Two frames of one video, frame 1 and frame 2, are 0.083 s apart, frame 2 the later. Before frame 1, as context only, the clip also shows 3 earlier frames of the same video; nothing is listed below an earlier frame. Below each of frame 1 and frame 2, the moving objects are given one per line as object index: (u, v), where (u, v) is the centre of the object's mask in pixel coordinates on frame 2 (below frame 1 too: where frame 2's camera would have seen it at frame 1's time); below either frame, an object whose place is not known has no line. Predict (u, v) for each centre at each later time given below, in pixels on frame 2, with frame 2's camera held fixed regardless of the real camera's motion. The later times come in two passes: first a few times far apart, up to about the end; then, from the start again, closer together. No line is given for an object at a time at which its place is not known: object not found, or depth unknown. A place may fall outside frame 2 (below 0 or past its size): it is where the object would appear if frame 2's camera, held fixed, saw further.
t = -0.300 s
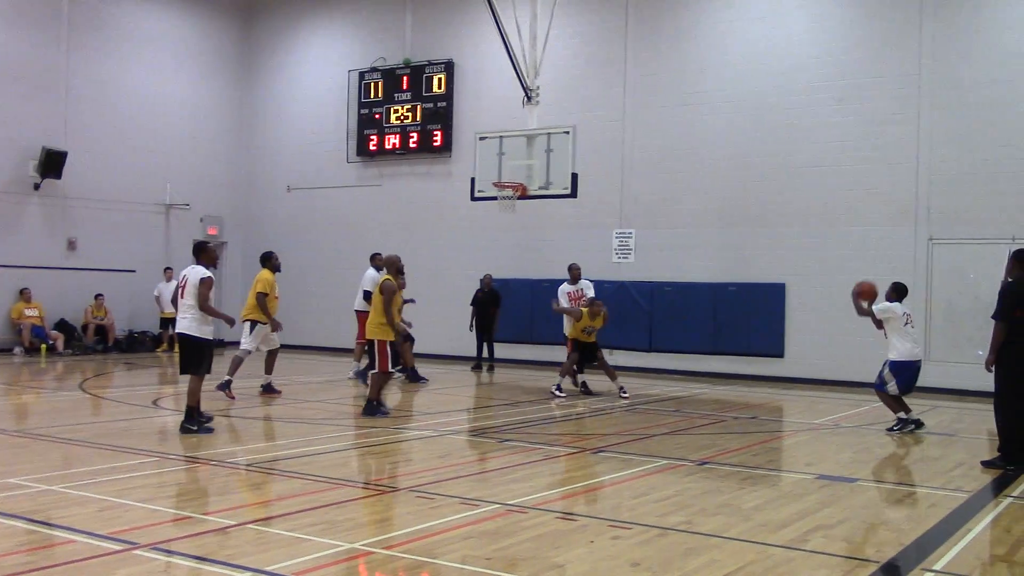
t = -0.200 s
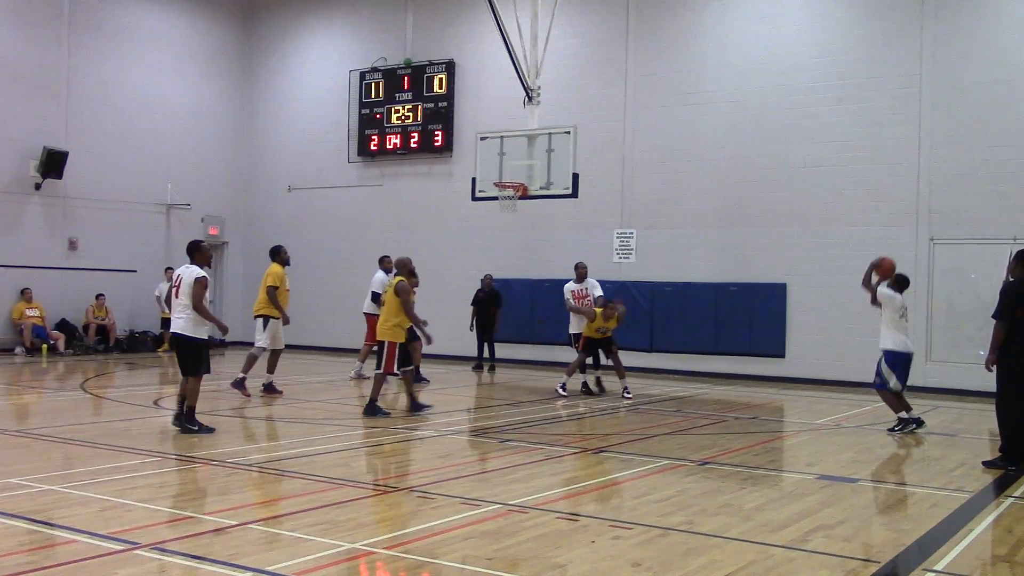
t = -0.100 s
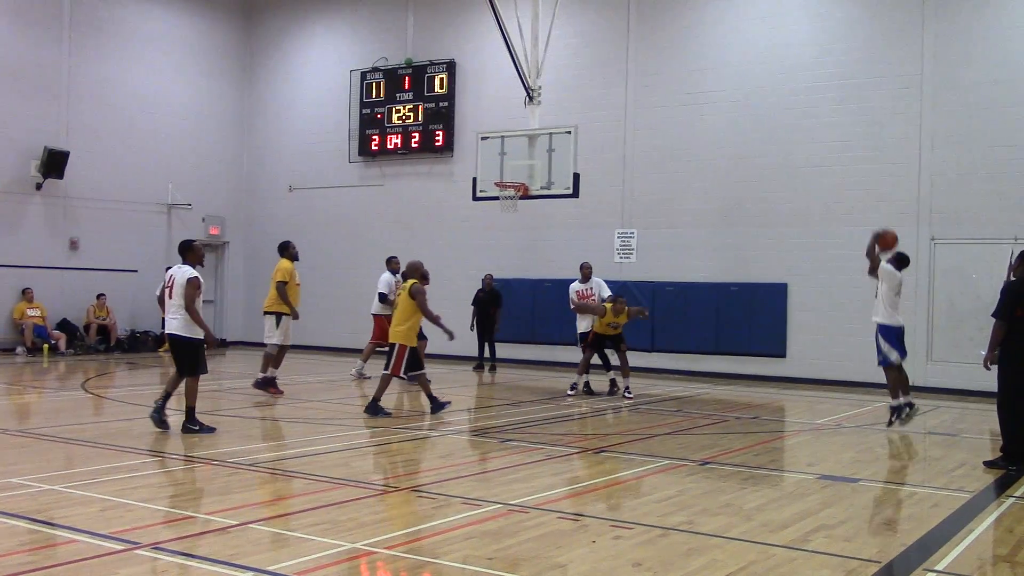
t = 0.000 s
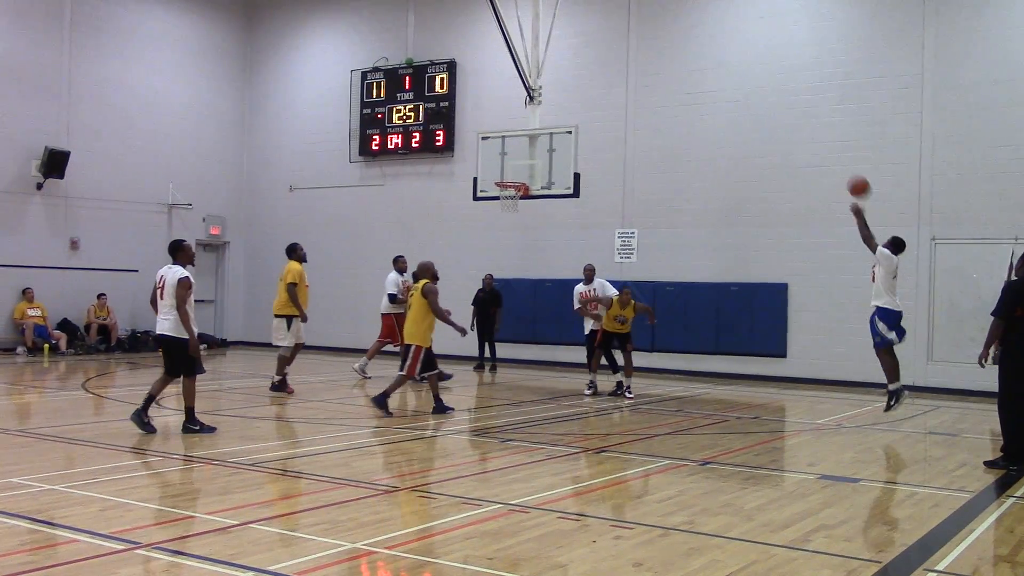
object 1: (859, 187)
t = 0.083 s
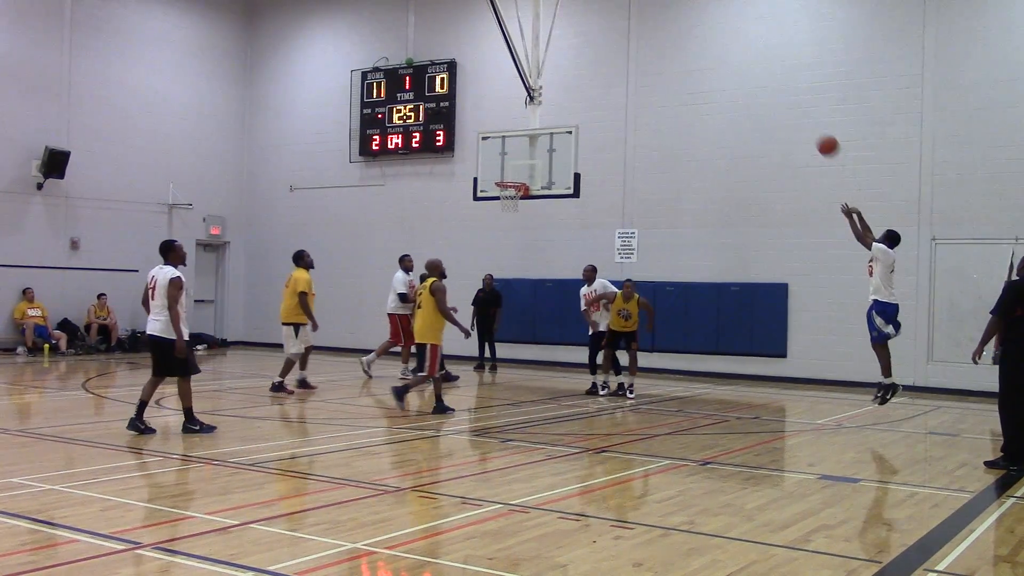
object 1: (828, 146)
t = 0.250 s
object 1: (770, 86)
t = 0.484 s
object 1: (696, 47)
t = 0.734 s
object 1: (626, 53)
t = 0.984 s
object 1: (564, 99)
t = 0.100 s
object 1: (822, 139)
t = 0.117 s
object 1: (816, 132)
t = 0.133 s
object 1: (810, 125)
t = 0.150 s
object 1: (804, 118)
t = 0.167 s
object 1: (798, 112)
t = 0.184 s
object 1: (792, 106)
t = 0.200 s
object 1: (786, 101)
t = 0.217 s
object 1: (780, 95)
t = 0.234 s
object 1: (775, 91)
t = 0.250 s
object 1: (770, 86)
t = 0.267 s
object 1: (764, 81)
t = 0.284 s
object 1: (758, 77)
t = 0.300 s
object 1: (753, 73)
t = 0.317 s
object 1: (747, 70)
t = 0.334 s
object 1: (742, 66)
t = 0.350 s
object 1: (737, 63)
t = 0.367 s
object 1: (731, 60)
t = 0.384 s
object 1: (726, 58)
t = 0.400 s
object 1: (721, 55)
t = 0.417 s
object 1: (716, 53)
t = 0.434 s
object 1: (710, 51)
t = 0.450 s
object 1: (706, 49)
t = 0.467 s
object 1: (701, 48)
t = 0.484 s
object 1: (696, 47)
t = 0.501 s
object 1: (691, 46)
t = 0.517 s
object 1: (686, 45)
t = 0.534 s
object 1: (681, 44)
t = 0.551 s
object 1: (676, 44)
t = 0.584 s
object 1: (667, 44)
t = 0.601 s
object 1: (662, 44)
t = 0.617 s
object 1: (657, 44)
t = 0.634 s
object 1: (652, 45)
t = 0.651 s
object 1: (648, 46)
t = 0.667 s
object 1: (643, 47)
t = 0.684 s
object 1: (639, 48)
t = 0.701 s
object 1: (635, 49)
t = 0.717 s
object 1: (630, 51)
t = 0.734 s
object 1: (626, 53)
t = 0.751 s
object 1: (621, 55)
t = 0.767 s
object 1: (617, 57)
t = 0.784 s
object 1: (613, 59)
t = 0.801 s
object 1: (608, 61)
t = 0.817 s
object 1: (604, 64)
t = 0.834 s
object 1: (600, 67)
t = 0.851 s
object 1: (596, 70)
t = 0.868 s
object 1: (592, 73)
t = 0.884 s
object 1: (587, 76)
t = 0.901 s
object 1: (584, 80)
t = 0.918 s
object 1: (579, 83)
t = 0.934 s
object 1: (575, 87)
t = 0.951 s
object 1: (571, 91)
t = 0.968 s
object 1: (568, 95)
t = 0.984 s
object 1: (564, 99)
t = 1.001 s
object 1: (560, 103)
